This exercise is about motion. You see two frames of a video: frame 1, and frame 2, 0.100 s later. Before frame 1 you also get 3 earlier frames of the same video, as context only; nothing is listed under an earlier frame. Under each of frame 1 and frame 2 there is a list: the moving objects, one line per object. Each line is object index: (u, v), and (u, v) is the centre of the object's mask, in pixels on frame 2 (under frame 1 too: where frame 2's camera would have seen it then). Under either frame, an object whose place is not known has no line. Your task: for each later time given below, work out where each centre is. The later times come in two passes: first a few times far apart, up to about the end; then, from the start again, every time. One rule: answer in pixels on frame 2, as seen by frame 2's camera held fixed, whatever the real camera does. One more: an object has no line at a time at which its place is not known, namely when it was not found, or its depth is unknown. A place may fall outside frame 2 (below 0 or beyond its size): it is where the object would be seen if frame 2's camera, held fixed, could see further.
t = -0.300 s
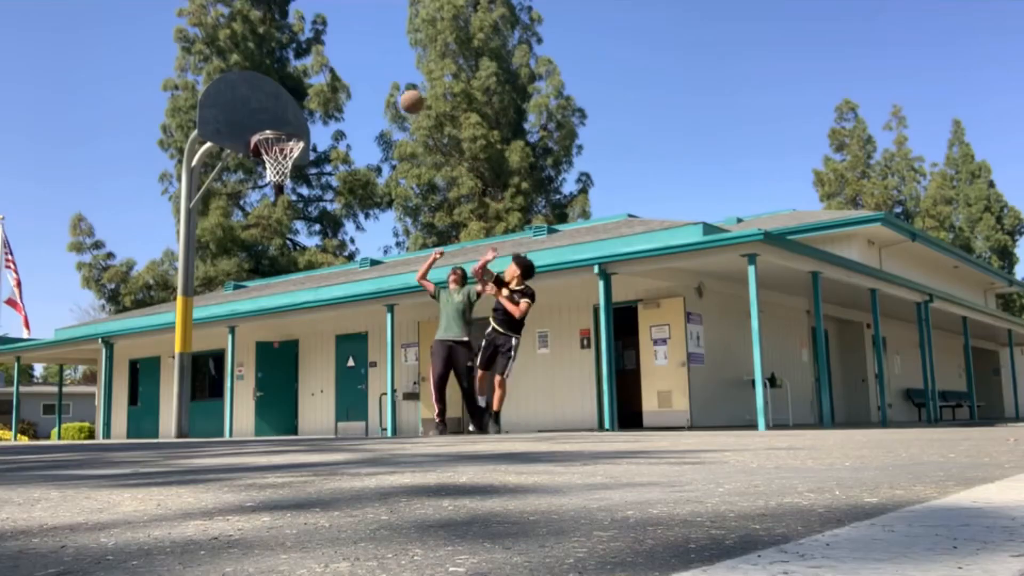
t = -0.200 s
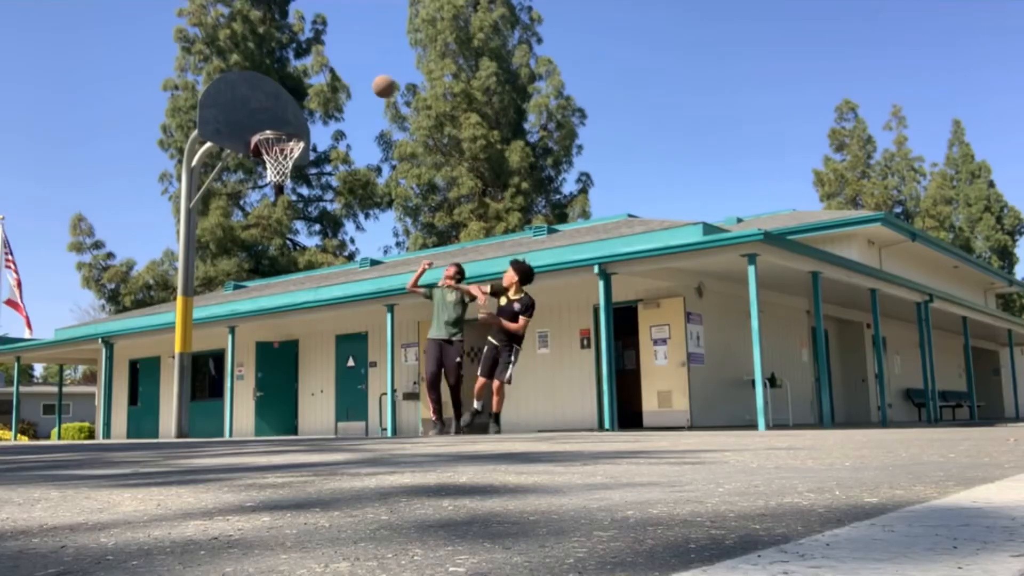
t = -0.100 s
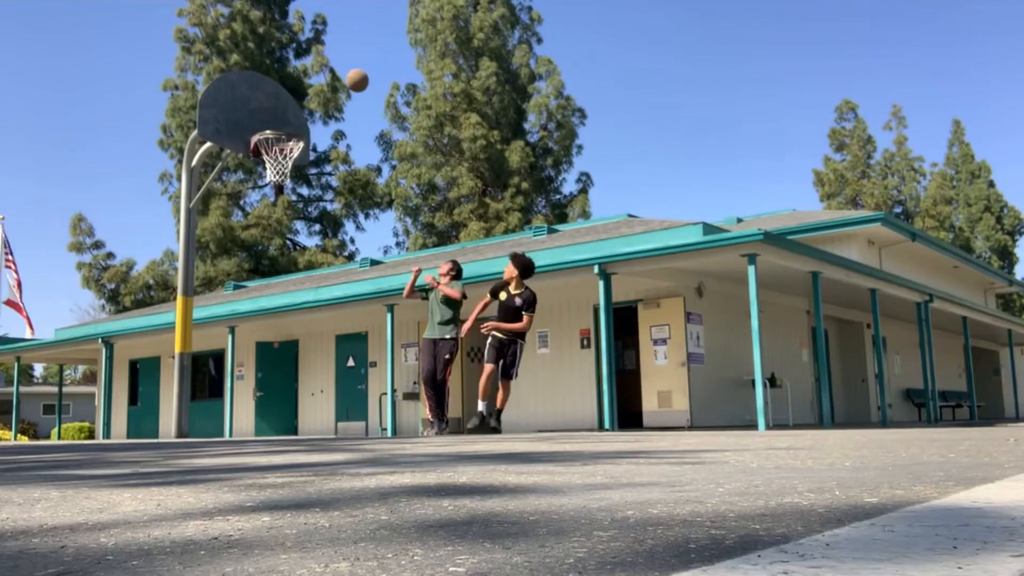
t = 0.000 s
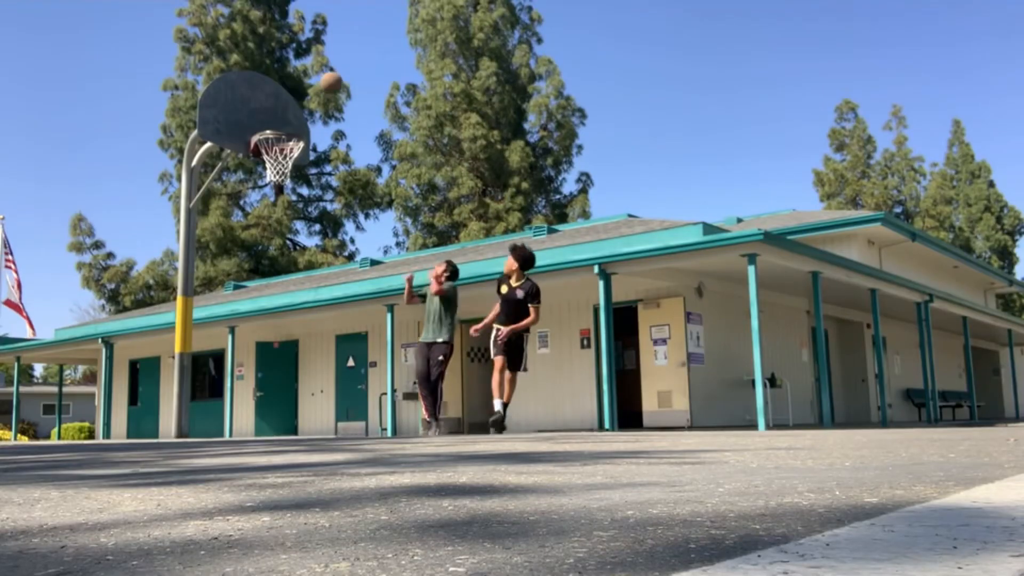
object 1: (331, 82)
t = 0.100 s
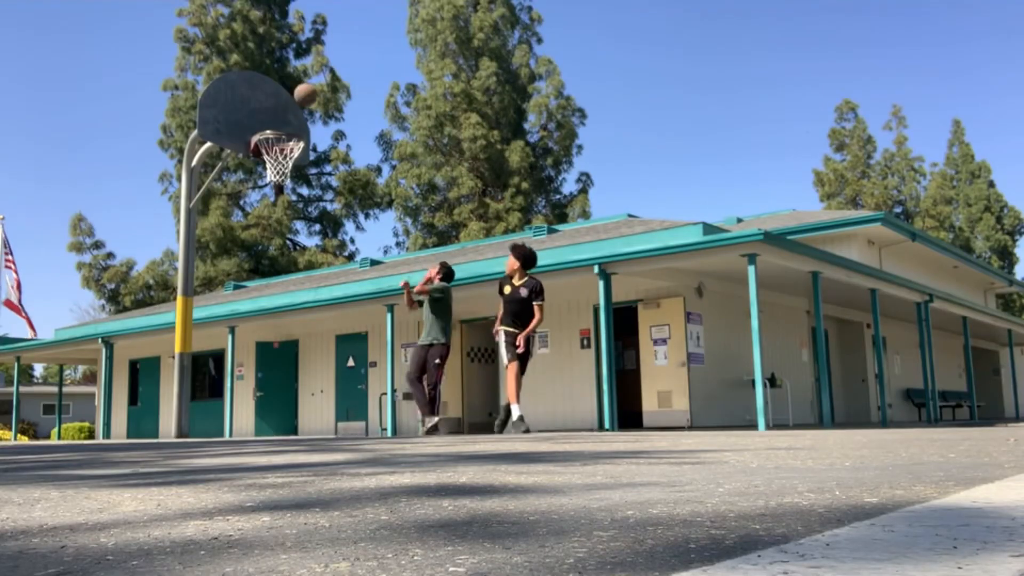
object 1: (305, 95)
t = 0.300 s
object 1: (306, 126)
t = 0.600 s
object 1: (373, 117)
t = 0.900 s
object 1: (450, 187)
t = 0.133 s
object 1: (296, 99)
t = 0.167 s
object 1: (295, 104)
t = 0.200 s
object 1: (297, 108)
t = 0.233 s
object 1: (299, 112)
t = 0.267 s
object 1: (303, 119)
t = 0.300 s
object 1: (306, 126)
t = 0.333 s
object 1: (310, 129)
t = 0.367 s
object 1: (318, 124)
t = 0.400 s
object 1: (326, 120)
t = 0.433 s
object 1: (333, 116)
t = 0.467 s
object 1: (341, 115)
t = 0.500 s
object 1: (349, 114)
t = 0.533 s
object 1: (357, 114)
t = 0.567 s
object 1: (365, 115)
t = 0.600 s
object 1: (373, 117)
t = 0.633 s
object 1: (381, 120)
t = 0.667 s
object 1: (390, 125)
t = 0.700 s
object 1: (398, 130)
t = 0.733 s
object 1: (407, 137)
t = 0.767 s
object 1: (414, 145)
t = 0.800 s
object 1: (423, 153)
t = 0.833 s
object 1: (432, 163)
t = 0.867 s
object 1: (440, 174)
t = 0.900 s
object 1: (450, 187)
